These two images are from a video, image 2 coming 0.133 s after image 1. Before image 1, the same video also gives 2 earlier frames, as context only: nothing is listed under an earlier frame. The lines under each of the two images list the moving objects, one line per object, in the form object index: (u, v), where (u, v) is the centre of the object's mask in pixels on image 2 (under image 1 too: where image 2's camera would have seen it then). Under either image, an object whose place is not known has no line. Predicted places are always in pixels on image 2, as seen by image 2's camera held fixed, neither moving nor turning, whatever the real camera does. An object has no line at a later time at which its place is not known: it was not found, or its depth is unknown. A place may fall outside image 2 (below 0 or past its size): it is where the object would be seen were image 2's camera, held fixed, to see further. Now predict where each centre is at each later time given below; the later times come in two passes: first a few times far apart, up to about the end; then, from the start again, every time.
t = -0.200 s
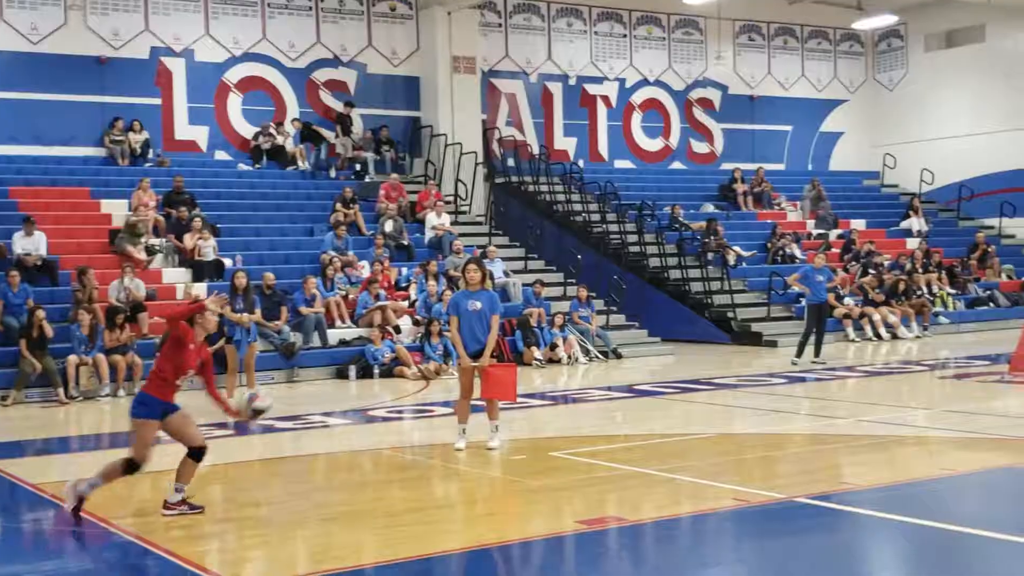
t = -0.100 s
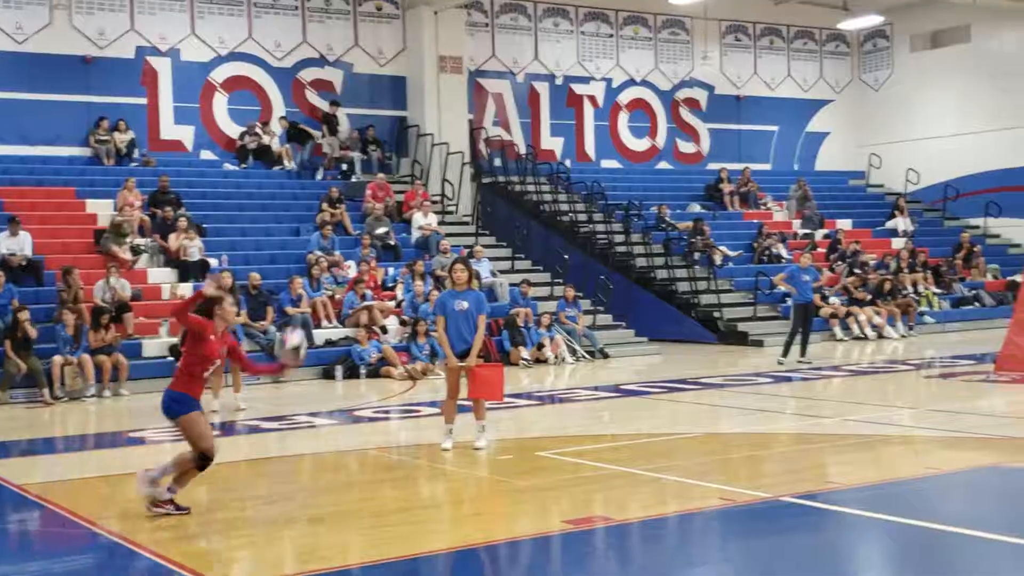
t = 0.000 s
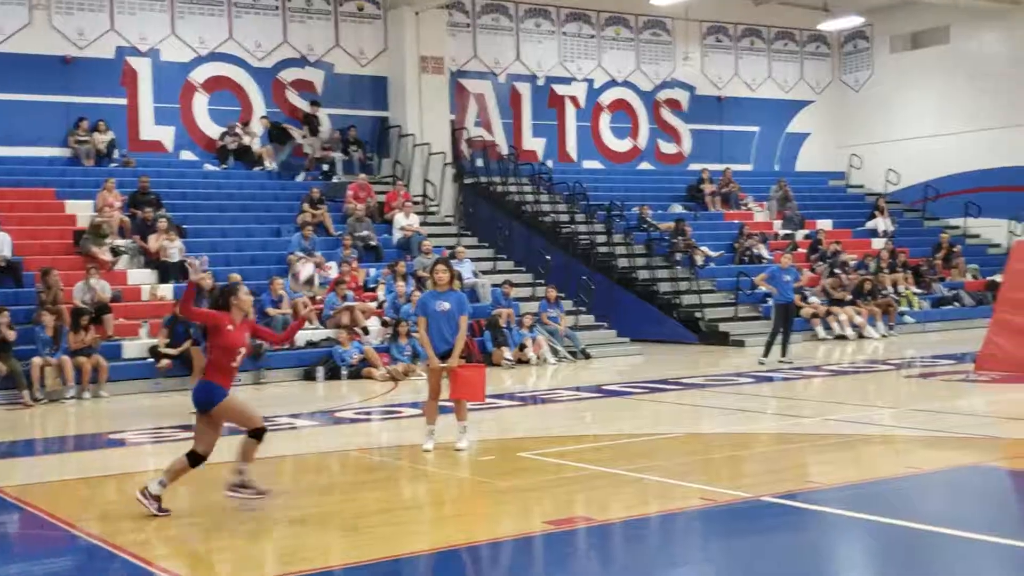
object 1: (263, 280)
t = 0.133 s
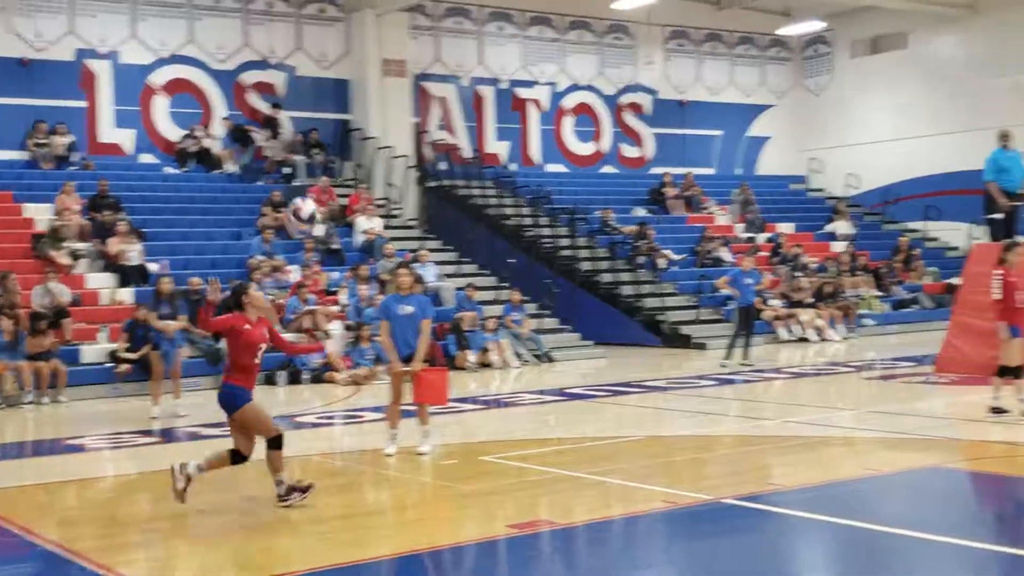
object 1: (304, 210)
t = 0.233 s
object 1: (334, 181)
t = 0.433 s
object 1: (392, 162)
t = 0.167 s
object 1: (314, 202)
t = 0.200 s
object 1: (325, 189)
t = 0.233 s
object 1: (334, 181)
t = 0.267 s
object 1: (344, 174)
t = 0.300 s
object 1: (354, 170)
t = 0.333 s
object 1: (362, 166)
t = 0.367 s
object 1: (372, 163)
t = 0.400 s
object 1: (383, 162)
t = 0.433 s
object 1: (392, 162)
